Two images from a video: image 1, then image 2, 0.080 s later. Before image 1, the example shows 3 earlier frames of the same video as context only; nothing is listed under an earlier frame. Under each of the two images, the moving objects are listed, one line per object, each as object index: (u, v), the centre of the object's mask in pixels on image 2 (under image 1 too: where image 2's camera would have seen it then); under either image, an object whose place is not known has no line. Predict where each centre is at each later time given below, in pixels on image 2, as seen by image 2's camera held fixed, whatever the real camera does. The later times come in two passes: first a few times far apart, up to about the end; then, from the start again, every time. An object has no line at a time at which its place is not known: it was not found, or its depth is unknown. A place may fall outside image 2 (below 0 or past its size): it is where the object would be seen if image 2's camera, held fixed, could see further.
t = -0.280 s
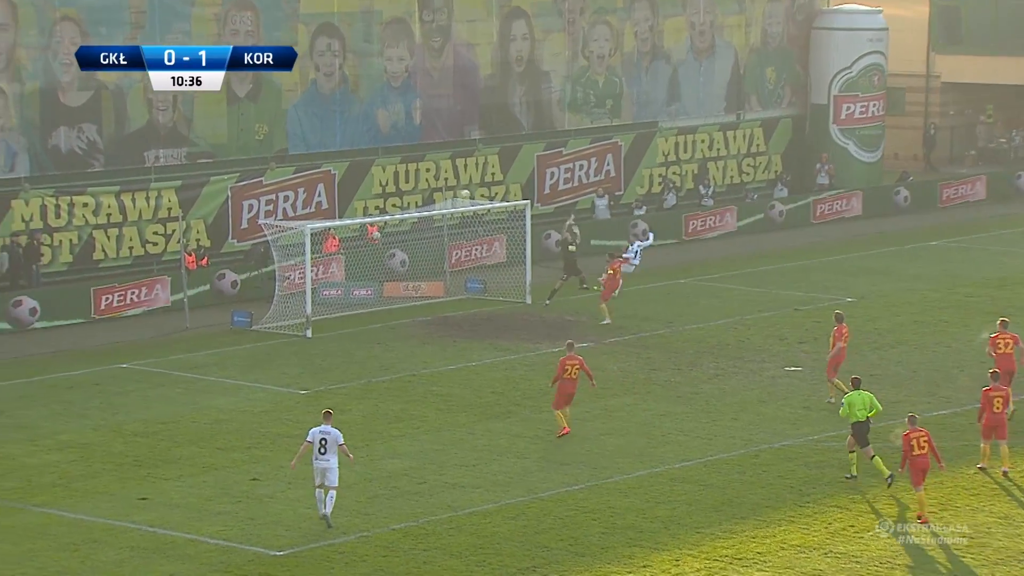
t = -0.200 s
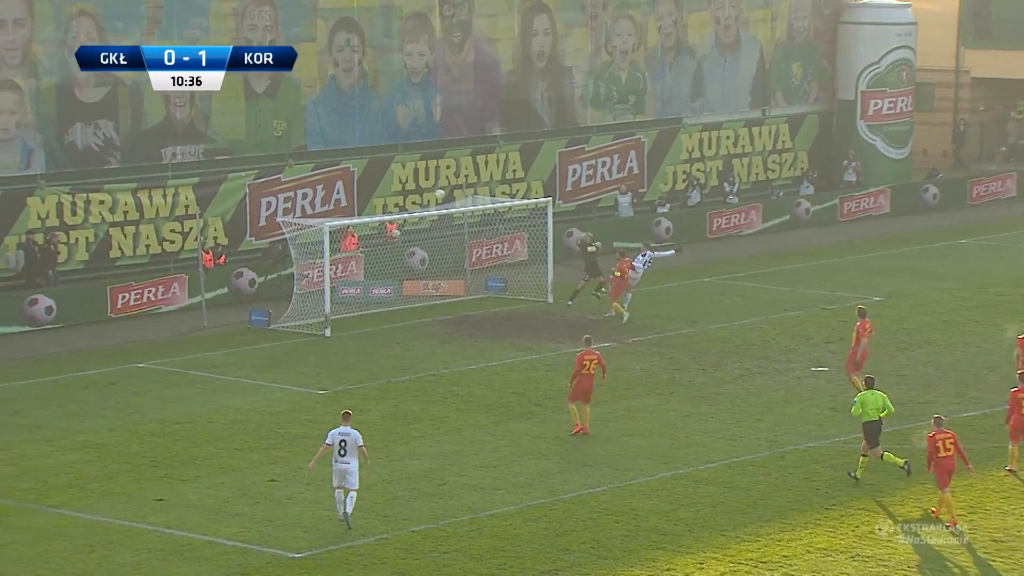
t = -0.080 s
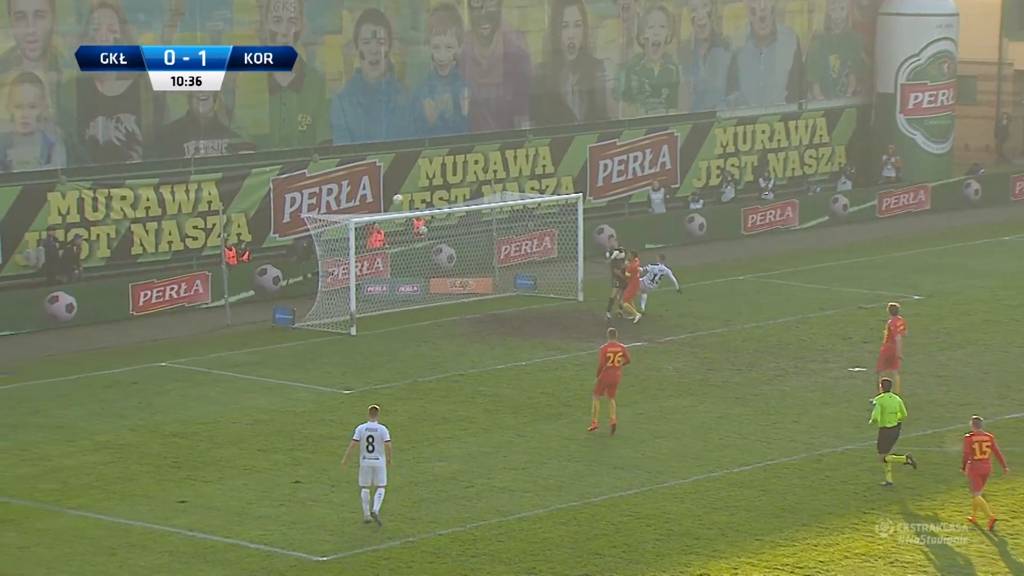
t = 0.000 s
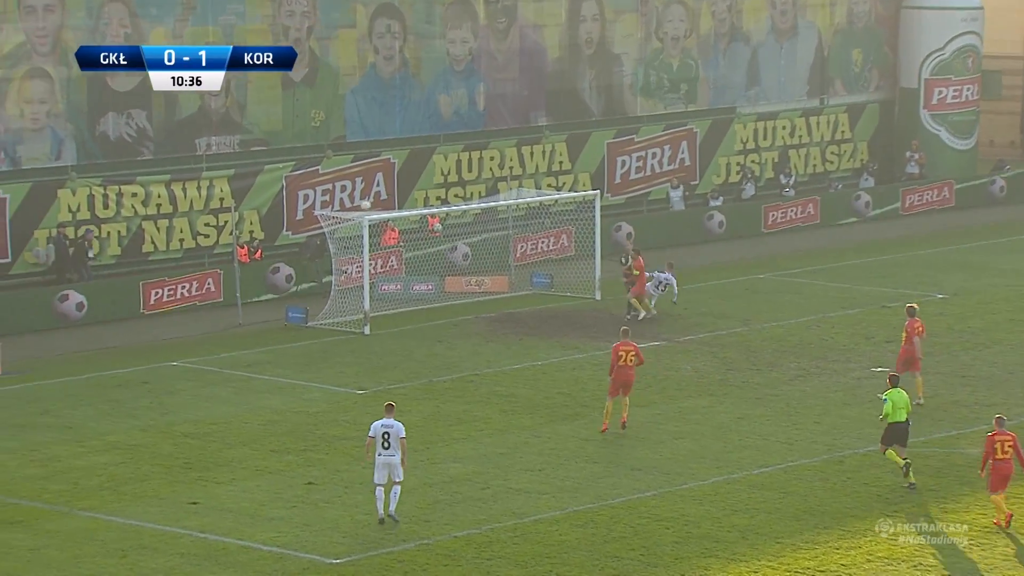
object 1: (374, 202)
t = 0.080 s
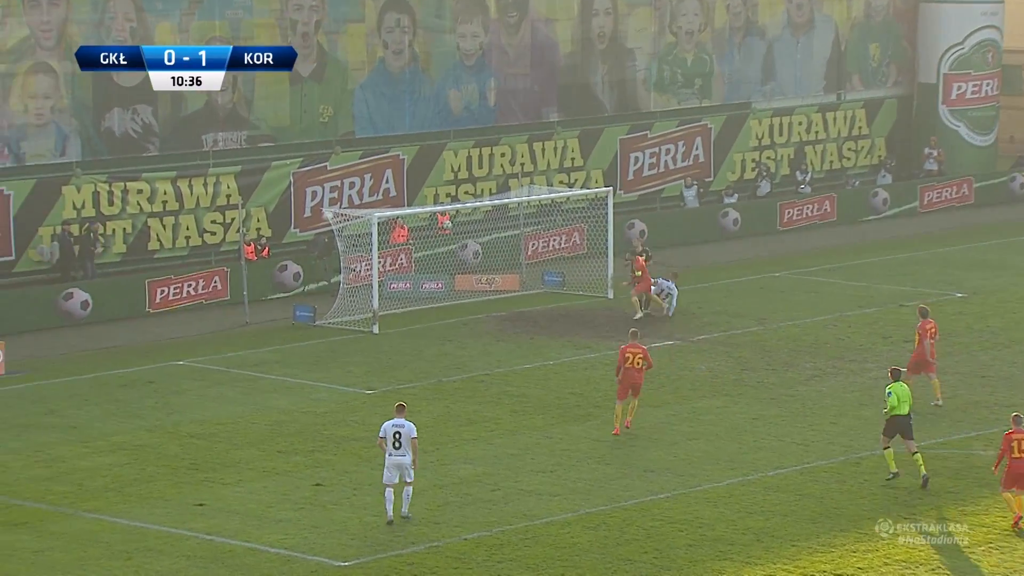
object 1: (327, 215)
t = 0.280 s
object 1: (212, 260)
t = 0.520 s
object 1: (183, 309)
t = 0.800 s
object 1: (206, 285)
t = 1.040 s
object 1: (225, 295)
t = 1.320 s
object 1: (246, 341)
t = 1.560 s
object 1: (268, 333)
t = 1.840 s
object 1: (293, 358)
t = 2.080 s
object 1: (314, 363)
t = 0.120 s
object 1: (304, 223)
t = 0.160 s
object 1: (281, 231)
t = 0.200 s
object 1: (259, 240)
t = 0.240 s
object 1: (235, 250)
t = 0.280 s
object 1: (212, 260)
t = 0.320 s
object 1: (189, 270)
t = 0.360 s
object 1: (173, 281)
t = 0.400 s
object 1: (175, 292)
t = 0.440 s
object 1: (177, 302)
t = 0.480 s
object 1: (179, 314)
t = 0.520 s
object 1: (183, 309)
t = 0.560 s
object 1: (186, 304)
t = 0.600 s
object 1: (189, 299)
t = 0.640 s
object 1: (192, 295)
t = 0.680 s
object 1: (195, 291)
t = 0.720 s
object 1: (199, 288)
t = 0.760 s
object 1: (202, 286)
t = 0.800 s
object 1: (206, 285)
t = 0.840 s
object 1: (209, 285)
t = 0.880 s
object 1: (212, 285)
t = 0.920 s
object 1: (215, 287)
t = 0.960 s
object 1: (218, 289)
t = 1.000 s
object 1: (222, 291)
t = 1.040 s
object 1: (225, 295)
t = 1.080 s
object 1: (228, 299)
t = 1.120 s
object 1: (231, 304)
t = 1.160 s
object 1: (234, 310)
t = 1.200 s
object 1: (237, 317)
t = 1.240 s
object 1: (240, 324)
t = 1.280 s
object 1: (243, 331)
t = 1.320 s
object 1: (246, 341)
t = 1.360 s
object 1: (250, 339)
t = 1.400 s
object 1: (253, 337)
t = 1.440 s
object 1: (257, 334)
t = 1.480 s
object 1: (261, 333)
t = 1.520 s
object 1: (264, 332)
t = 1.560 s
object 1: (268, 333)
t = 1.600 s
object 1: (272, 334)
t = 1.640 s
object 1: (275, 336)
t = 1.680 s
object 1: (279, 339)
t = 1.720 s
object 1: (282, 342)
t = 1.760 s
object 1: (286, 346)
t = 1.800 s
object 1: (289, 352)
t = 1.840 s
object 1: (293, 358)
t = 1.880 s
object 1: (297, 360)
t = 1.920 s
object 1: (300, 359)
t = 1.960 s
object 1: (304, 358)
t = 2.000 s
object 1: (307, 359)
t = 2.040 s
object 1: (310, 361)
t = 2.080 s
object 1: (314, 363)
